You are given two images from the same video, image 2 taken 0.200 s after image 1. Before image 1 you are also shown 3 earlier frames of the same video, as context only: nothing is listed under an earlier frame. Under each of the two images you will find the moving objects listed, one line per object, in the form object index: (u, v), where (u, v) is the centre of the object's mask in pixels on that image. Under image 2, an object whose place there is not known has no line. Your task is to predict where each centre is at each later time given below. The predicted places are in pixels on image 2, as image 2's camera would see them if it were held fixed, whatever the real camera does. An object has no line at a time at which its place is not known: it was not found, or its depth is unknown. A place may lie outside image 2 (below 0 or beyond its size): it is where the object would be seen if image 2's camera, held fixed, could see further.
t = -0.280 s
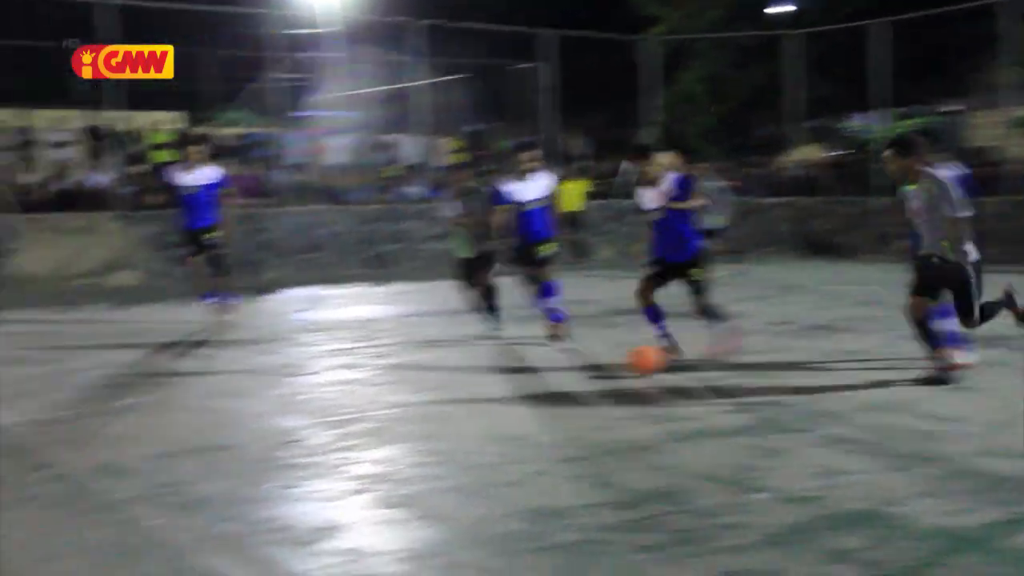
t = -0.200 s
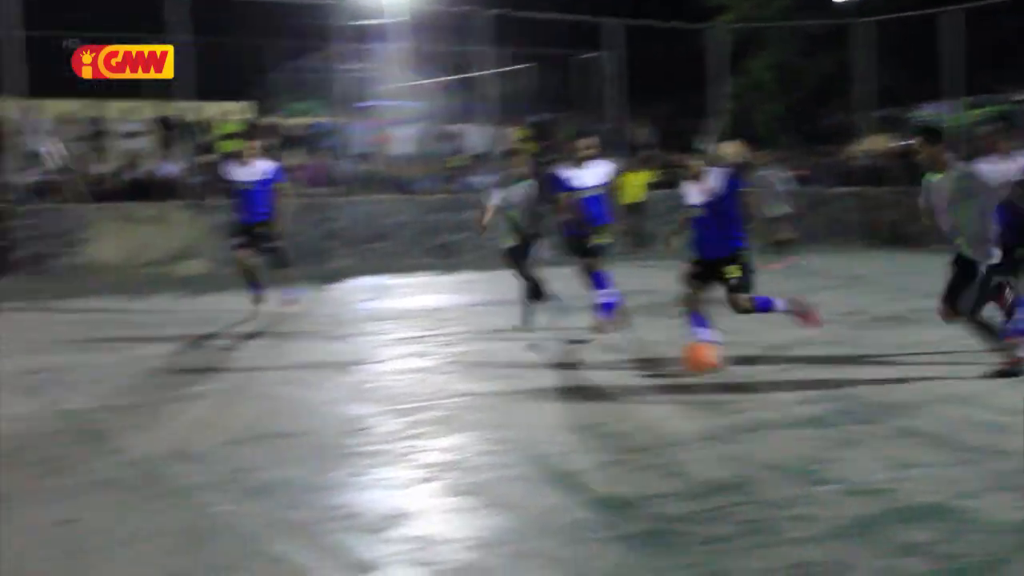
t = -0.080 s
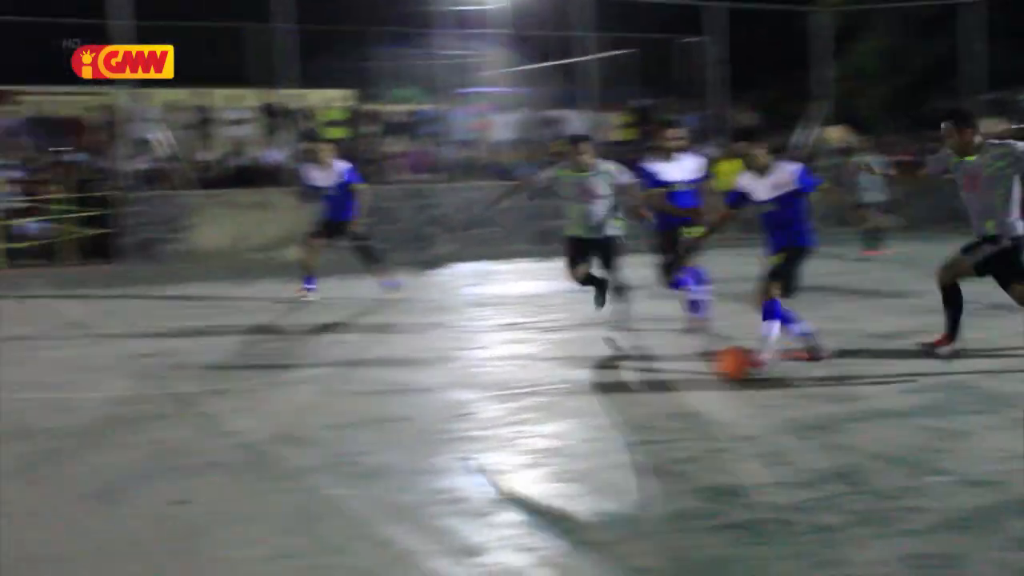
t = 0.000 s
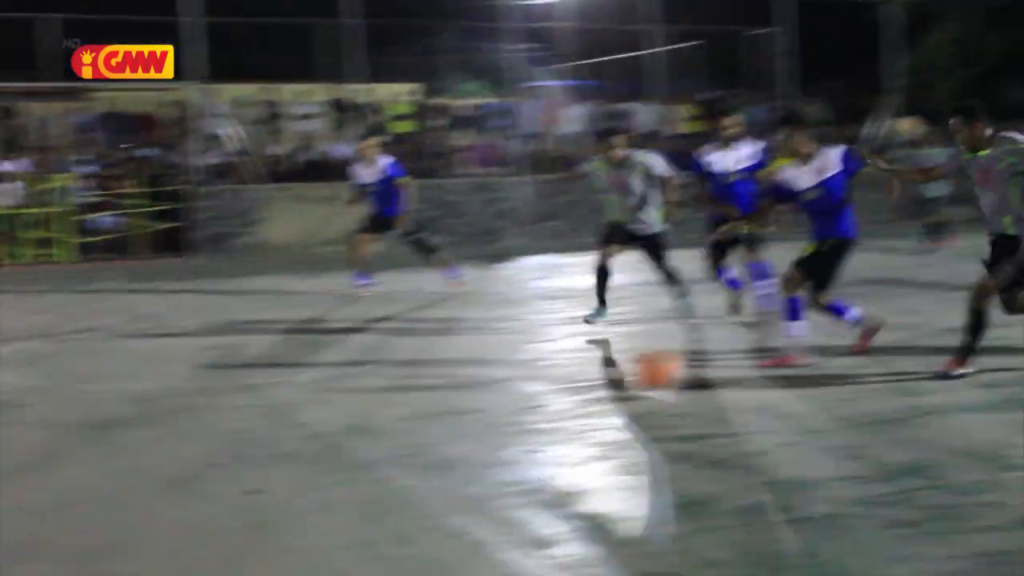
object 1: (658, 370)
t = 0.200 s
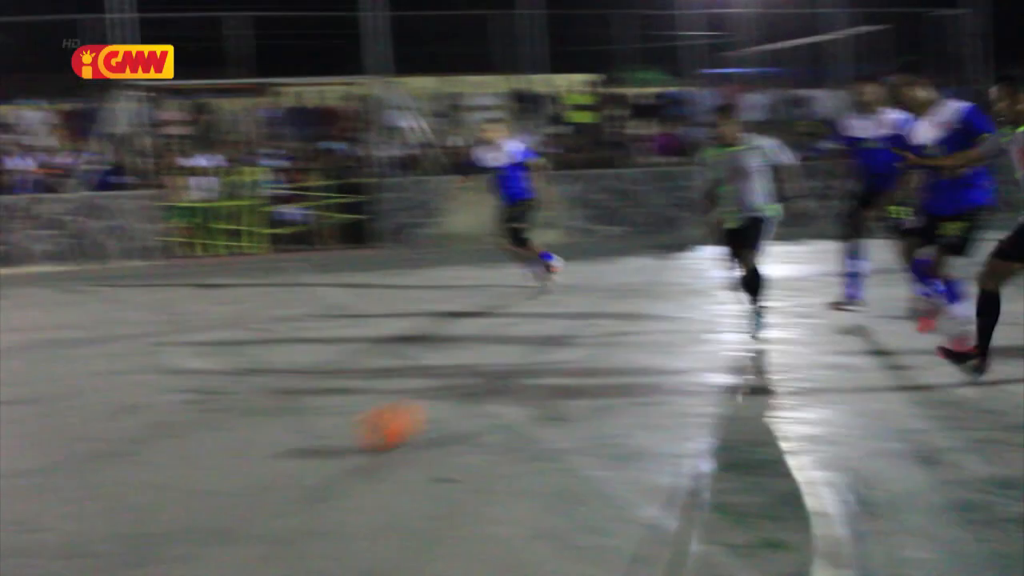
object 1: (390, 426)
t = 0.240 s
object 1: (294, 436)
